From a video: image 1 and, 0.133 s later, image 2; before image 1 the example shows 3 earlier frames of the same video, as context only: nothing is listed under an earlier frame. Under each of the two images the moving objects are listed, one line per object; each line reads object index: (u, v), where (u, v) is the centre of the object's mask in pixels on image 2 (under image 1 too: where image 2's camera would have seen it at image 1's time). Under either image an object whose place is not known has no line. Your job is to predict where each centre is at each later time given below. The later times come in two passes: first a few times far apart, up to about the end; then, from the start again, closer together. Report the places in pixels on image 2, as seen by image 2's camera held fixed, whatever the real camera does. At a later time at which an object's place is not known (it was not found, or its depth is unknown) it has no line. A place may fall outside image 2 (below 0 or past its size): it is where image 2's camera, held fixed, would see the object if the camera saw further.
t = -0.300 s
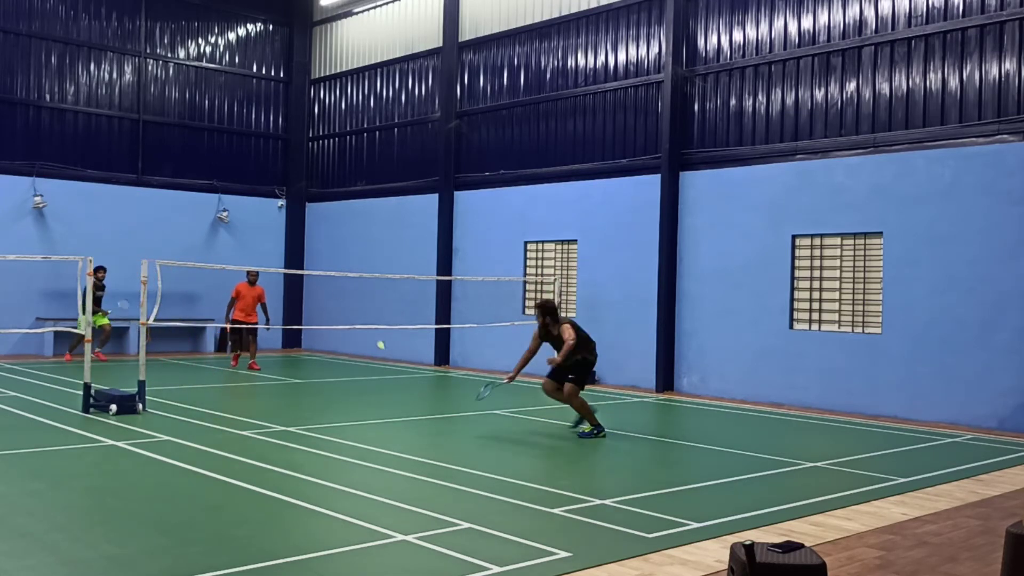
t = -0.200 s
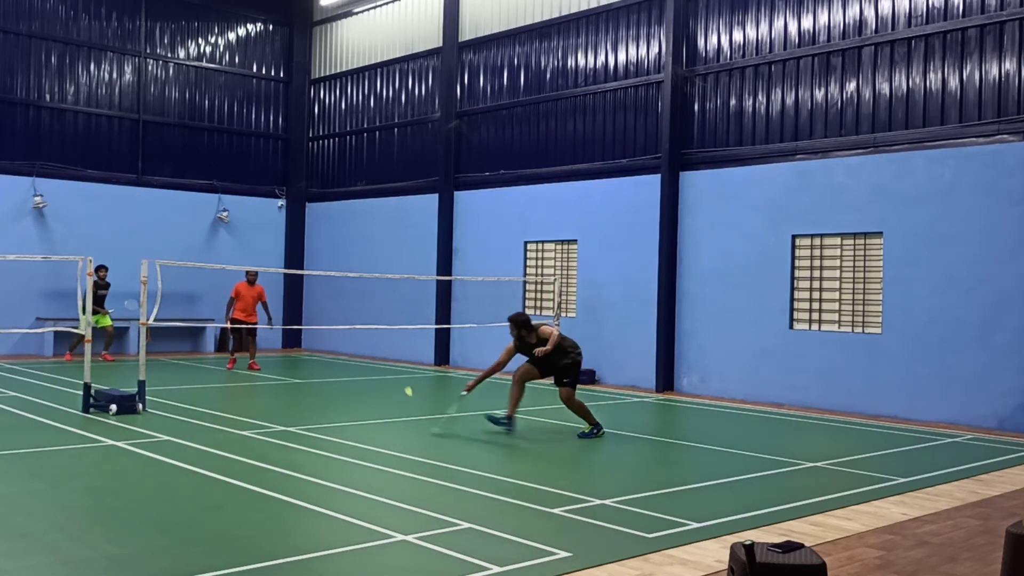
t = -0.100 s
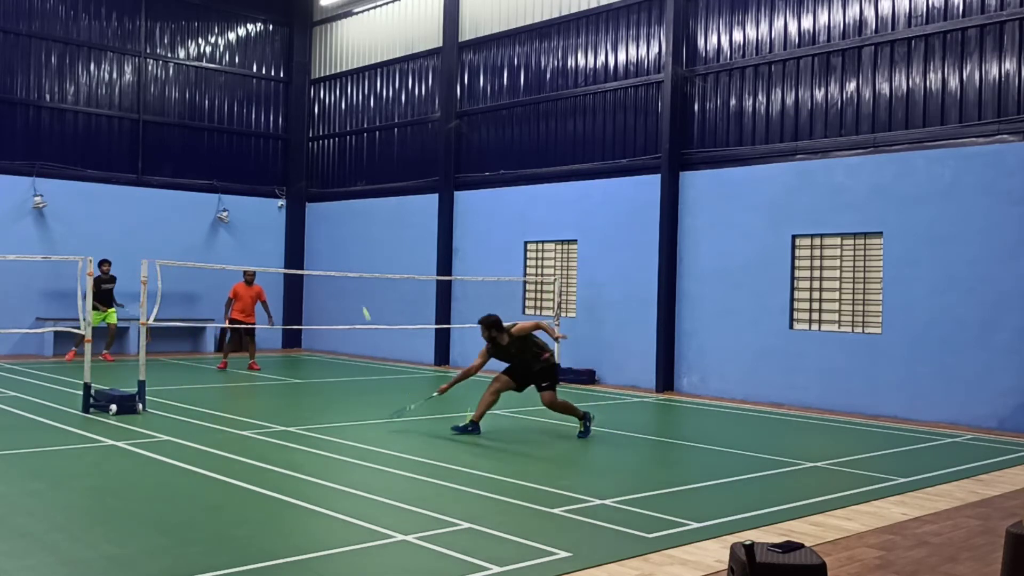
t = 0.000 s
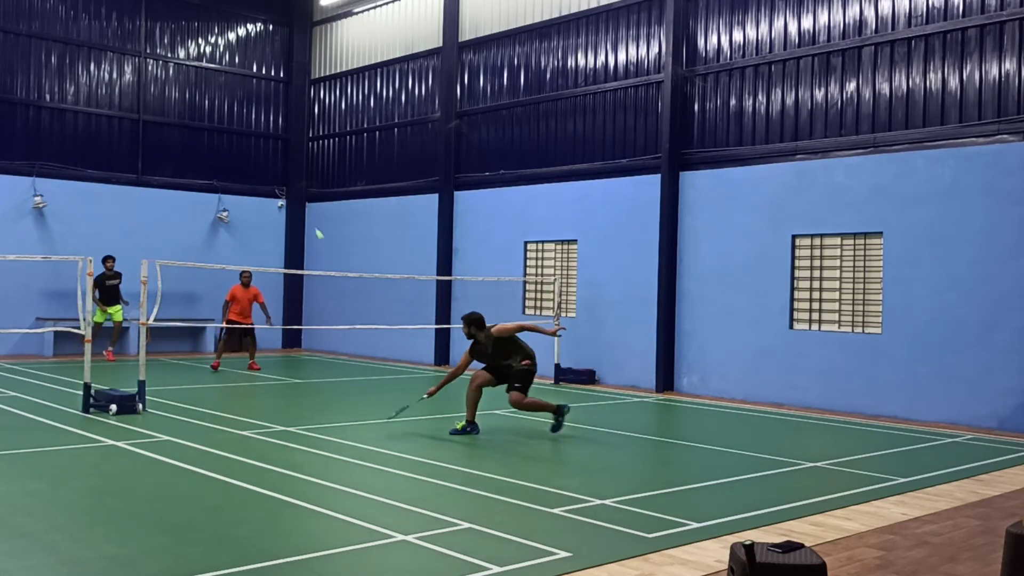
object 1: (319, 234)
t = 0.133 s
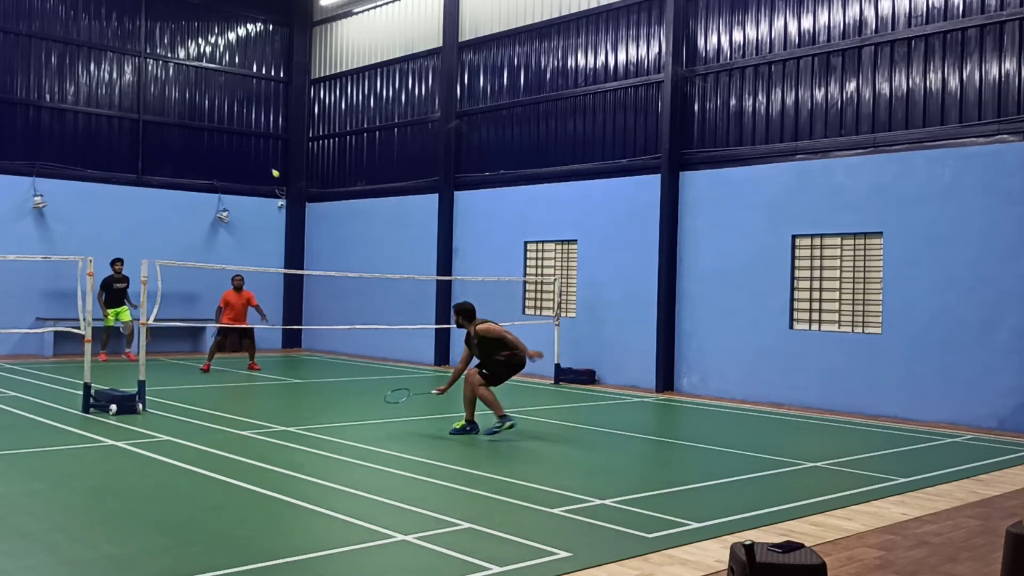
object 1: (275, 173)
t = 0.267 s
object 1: (244, 143)
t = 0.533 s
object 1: (199, 135)
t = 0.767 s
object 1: (171, 169)
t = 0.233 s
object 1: (251, 148)
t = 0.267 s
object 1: (244, 143)
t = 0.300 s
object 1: (237, 138)
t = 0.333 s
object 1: (231, 135)
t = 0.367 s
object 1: (225, 133)
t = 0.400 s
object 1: (219, 132)
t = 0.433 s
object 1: (214, 131)
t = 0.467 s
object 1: (208, 132)
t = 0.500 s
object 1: (204, 133)
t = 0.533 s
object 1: (199, 135)
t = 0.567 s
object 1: (194, 138)
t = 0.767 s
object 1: (171, 169)
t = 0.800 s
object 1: (168, 177)
